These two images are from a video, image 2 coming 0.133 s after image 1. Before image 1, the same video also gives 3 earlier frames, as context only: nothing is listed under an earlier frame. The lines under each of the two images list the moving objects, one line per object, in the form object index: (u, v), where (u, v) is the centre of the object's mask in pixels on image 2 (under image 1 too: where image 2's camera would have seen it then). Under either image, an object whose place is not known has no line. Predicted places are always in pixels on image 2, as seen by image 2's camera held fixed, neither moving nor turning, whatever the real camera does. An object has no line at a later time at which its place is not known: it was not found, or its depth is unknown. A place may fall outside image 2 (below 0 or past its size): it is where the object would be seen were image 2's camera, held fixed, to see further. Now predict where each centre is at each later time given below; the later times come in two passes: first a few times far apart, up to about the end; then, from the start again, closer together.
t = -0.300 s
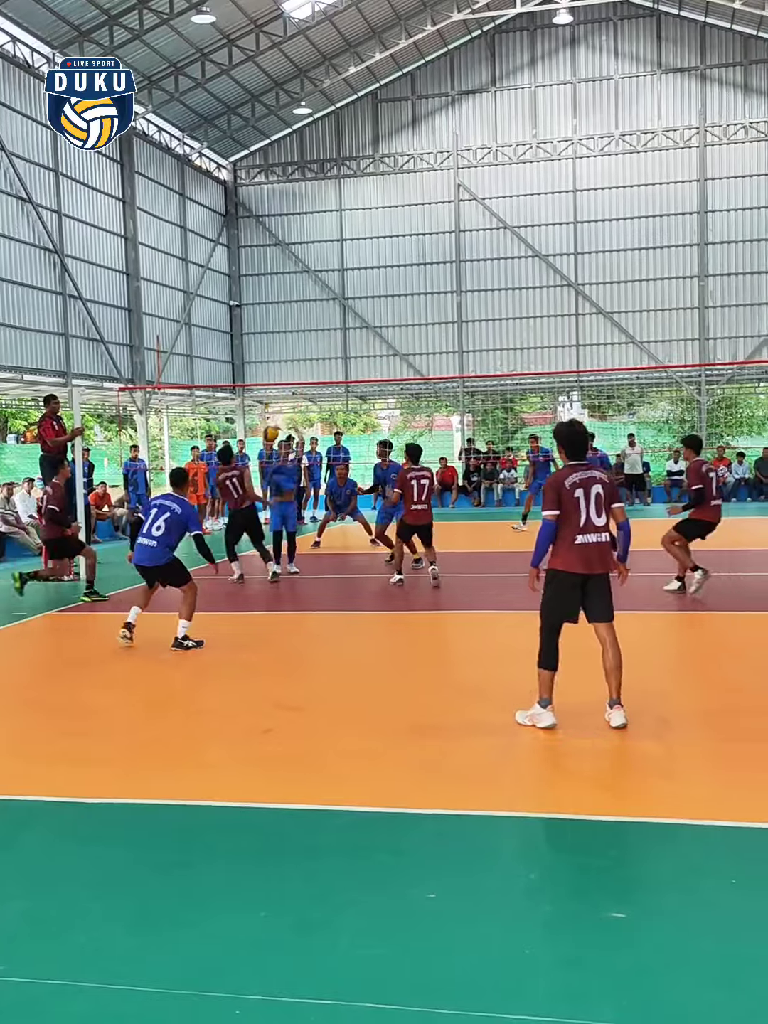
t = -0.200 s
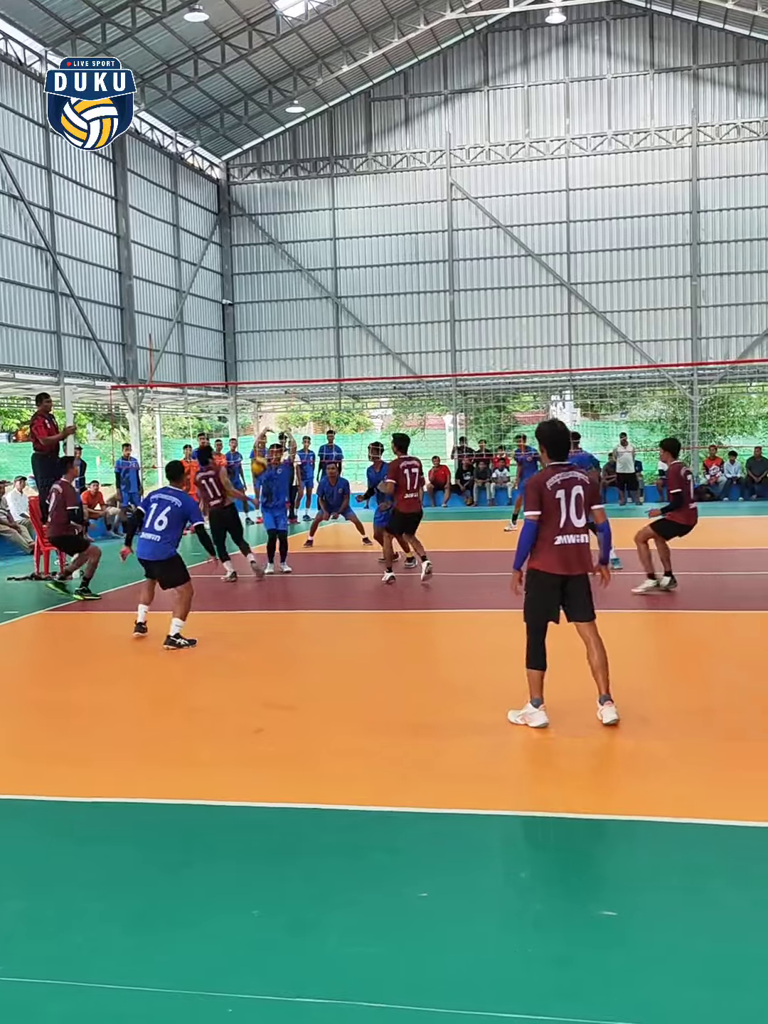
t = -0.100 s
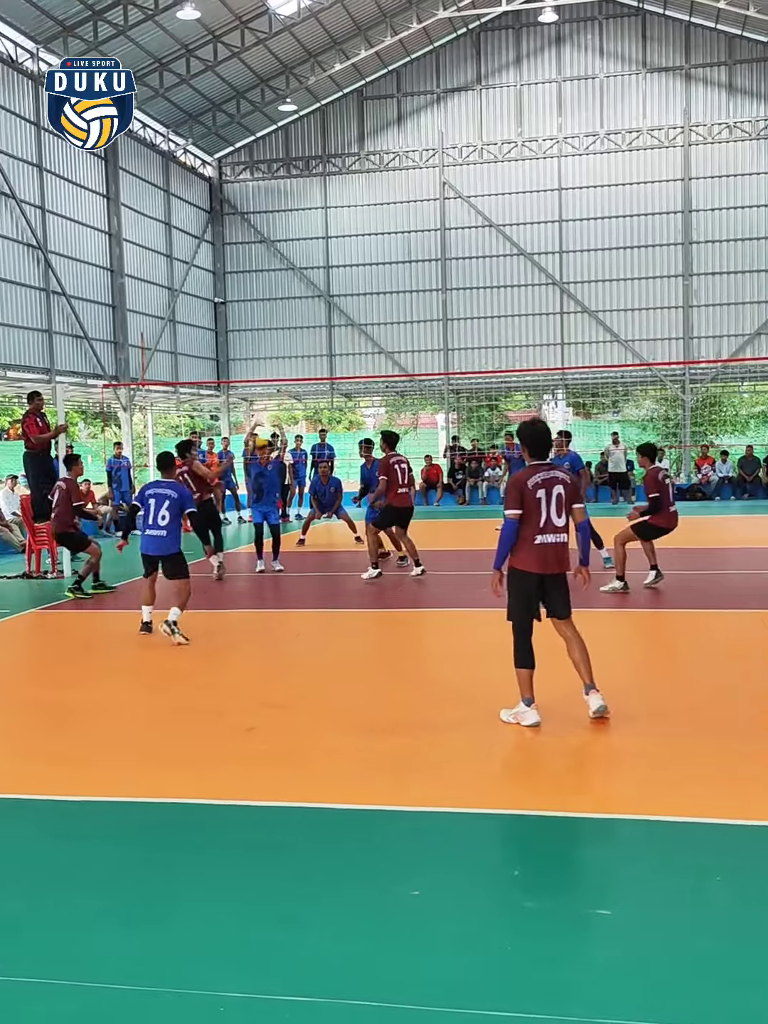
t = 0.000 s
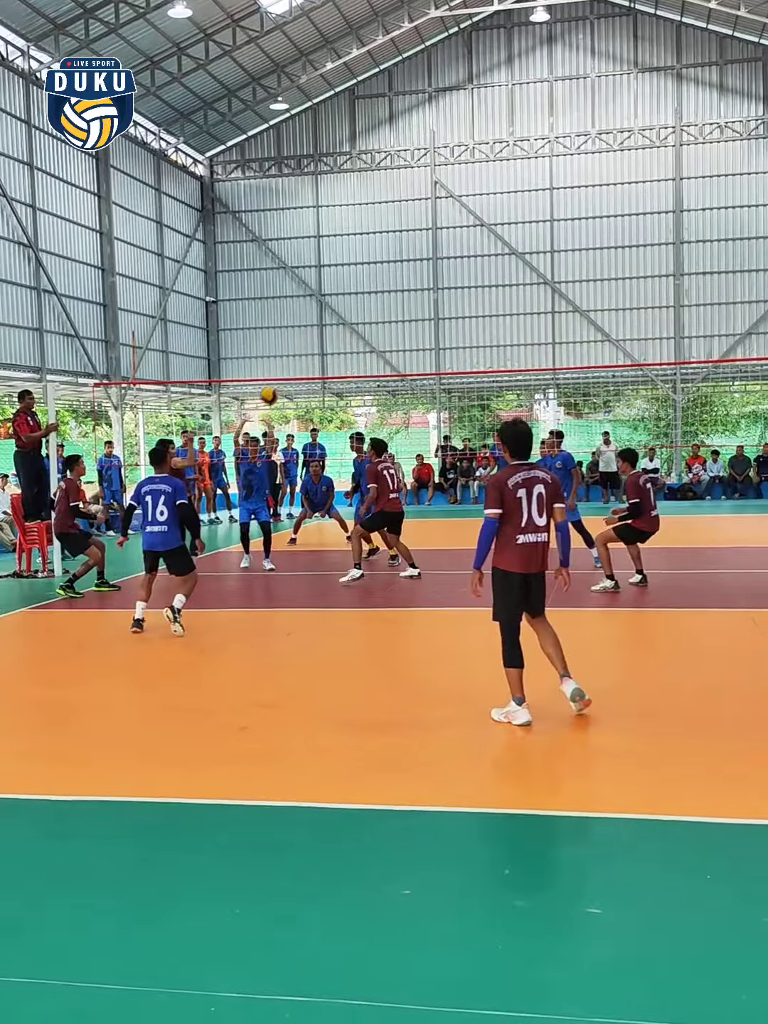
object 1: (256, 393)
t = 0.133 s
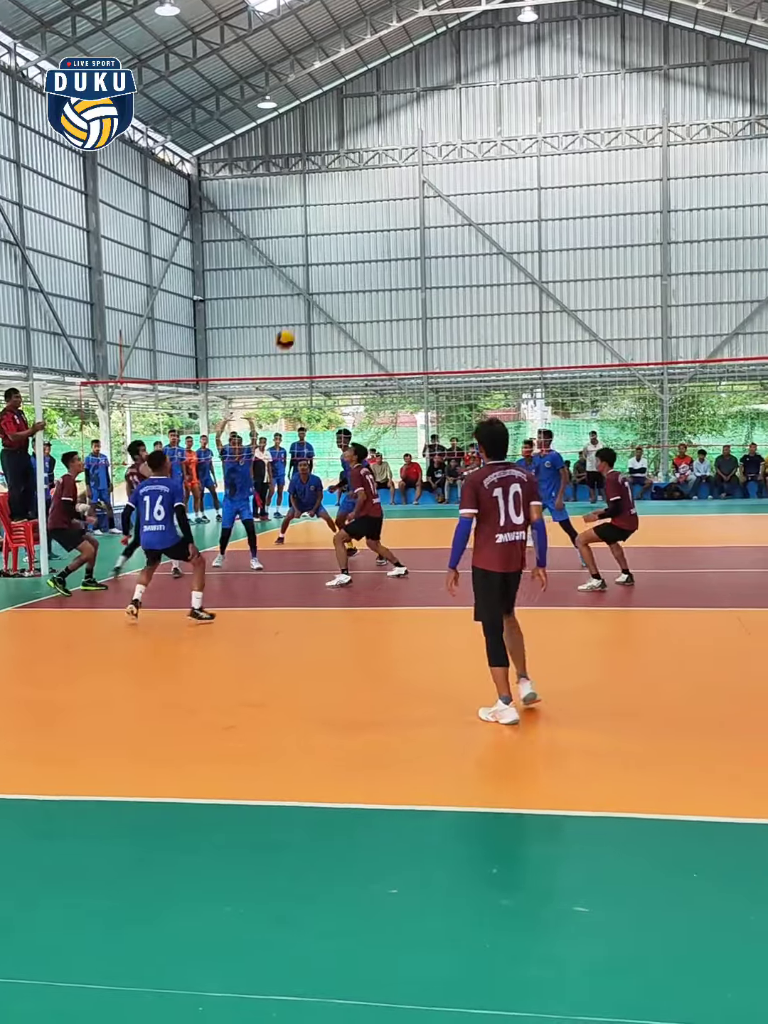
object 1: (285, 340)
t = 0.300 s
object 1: (324, 288)
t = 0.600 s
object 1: (420, 256)
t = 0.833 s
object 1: (509, 299)
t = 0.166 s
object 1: (291, 328)
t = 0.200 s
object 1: (299, 317)
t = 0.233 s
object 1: (307, 306)
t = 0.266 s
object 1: (316, 296)
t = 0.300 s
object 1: (324, 288)
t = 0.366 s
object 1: (347, 273)
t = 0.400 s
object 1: (356, 268)
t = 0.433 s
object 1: (366, 262)
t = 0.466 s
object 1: (376, 259)
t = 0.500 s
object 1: (386, 256)
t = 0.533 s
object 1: (396, 255)
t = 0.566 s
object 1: (408, 255)
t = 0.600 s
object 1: (420, 256)
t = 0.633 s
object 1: (431, 259)
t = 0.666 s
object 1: (443, 262)
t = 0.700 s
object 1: (455, 267)
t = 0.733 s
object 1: (467, 272)
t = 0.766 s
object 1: (482, 279)
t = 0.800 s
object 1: (495, 288)
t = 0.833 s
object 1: (509, 299)
